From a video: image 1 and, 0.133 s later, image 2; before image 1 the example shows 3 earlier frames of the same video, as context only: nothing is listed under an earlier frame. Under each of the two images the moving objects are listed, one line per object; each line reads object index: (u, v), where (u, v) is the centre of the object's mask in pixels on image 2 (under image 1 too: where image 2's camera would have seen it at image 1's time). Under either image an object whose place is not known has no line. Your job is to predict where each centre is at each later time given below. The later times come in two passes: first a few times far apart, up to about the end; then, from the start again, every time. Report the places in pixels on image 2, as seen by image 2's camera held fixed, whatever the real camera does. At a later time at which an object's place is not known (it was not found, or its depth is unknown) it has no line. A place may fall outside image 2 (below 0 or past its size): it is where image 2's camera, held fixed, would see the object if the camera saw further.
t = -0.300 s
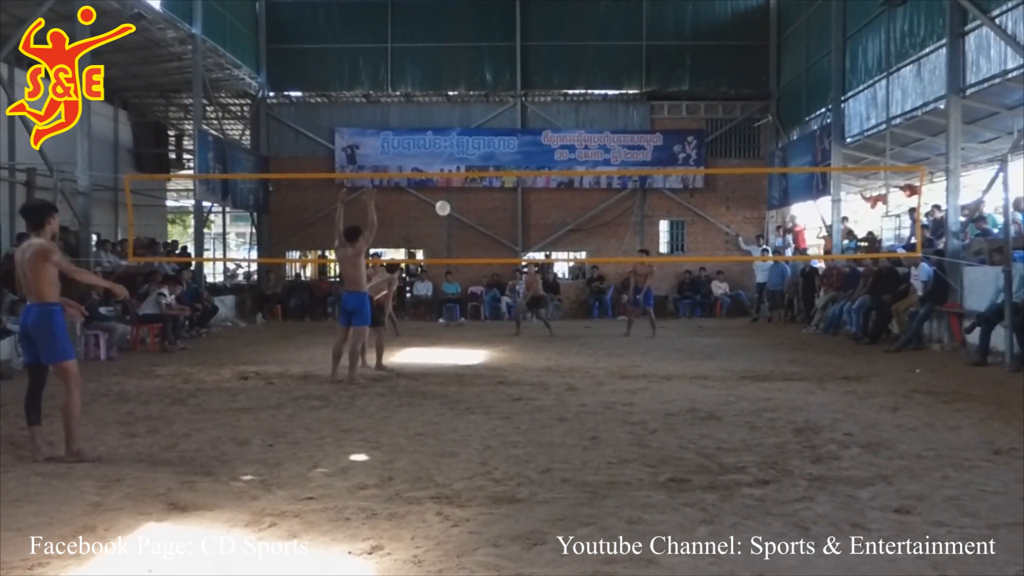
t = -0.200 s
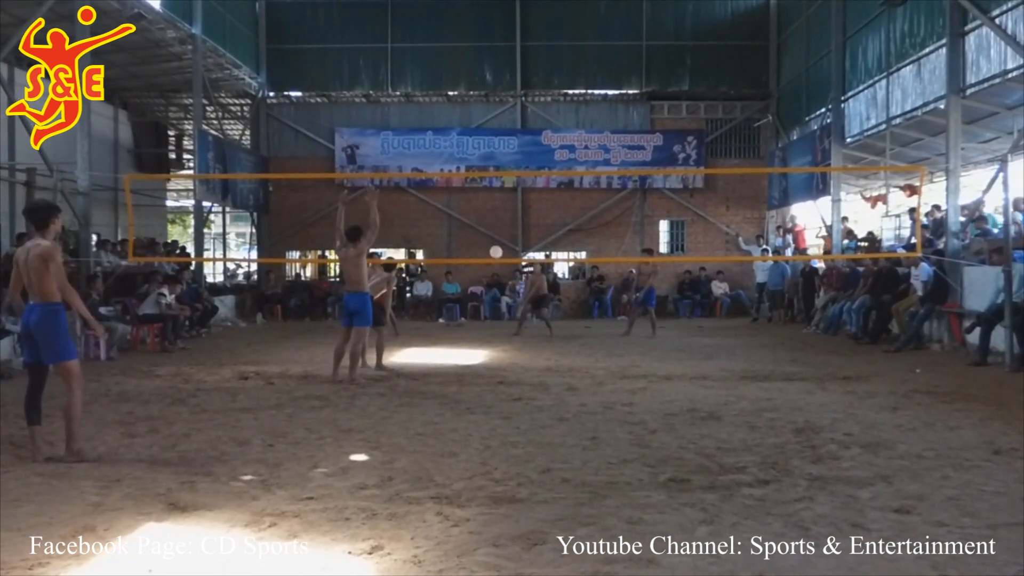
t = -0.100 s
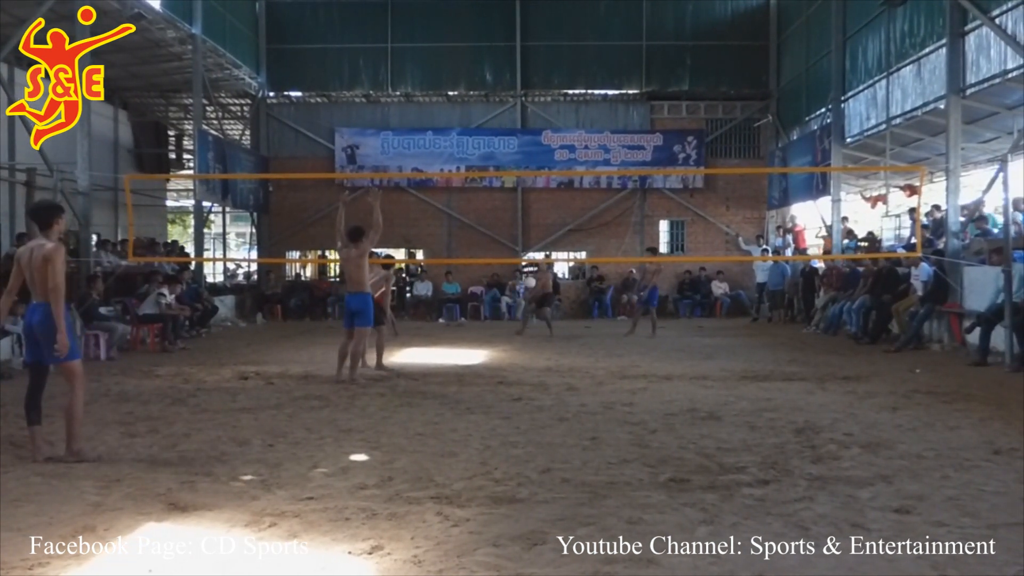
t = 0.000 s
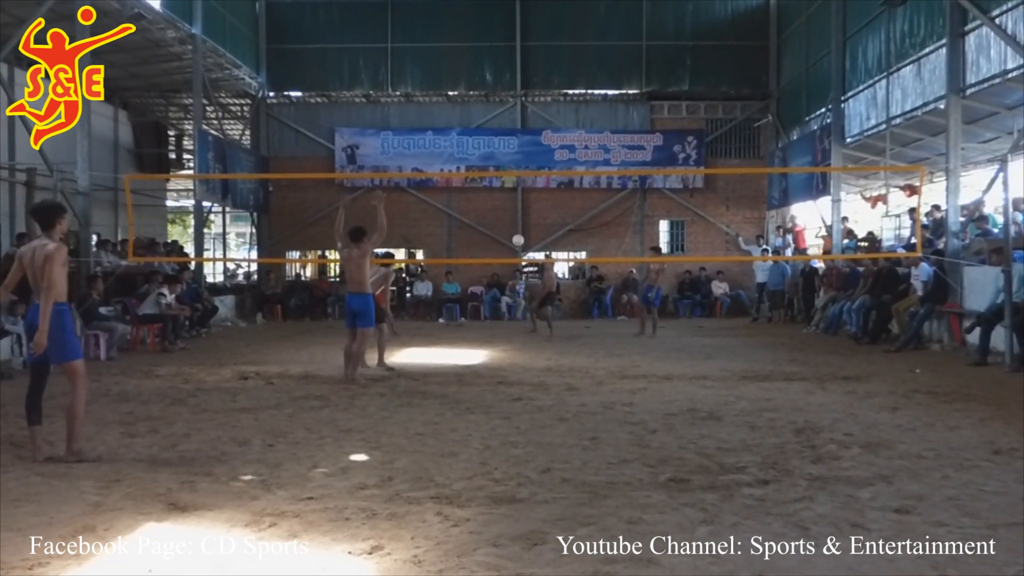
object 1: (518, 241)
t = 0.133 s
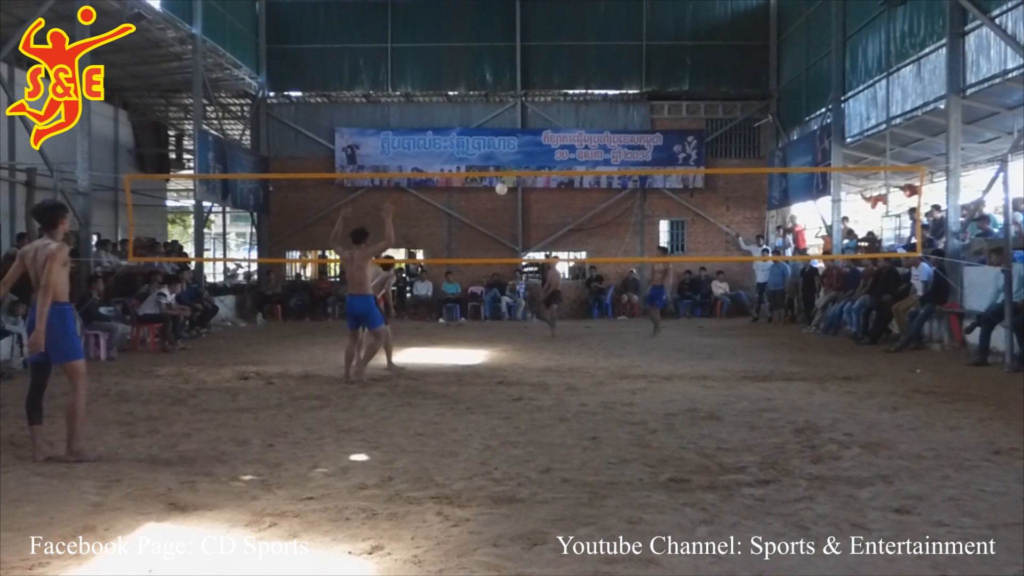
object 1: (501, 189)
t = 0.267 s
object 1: (483, 145)
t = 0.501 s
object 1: (450, 85)
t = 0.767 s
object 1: (407, 48)
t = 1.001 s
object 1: (365, 50)
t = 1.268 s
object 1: (309, 97)
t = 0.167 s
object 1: (497, 180)
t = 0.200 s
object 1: (492, 166)
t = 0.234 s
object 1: (488, 155)
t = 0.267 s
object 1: (483, 145)
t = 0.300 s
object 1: (479, 134)
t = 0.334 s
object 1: (474, 125)
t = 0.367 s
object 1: (469, 116)
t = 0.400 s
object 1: (464, 108)
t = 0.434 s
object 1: (459, 99)
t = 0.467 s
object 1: (455, 92)
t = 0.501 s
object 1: (450, 85)
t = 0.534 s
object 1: (445, 78)
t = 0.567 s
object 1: (439, 72)
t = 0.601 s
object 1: (434, 67)
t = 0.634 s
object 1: (429, 62)
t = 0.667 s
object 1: (424, 57)
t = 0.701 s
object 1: (418, 54)
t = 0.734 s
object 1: (412, 51)
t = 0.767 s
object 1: (407, 48)
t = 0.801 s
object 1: (401, 47)
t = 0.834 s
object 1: (395, 45)
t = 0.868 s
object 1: (389, 45)
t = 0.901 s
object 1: (383, 45)
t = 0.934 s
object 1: (377, 46)
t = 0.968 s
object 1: (371, 48)
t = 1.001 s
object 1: (365, 50)
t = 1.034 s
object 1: (358, 53)
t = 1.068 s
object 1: (352, 57)
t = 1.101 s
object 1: (345, 62)
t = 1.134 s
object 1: (338, 67)
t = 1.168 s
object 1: (331, 73)
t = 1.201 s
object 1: (324, 81)
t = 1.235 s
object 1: (317, 88)
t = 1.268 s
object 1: (309, 97)
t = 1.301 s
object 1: (302, 107)
